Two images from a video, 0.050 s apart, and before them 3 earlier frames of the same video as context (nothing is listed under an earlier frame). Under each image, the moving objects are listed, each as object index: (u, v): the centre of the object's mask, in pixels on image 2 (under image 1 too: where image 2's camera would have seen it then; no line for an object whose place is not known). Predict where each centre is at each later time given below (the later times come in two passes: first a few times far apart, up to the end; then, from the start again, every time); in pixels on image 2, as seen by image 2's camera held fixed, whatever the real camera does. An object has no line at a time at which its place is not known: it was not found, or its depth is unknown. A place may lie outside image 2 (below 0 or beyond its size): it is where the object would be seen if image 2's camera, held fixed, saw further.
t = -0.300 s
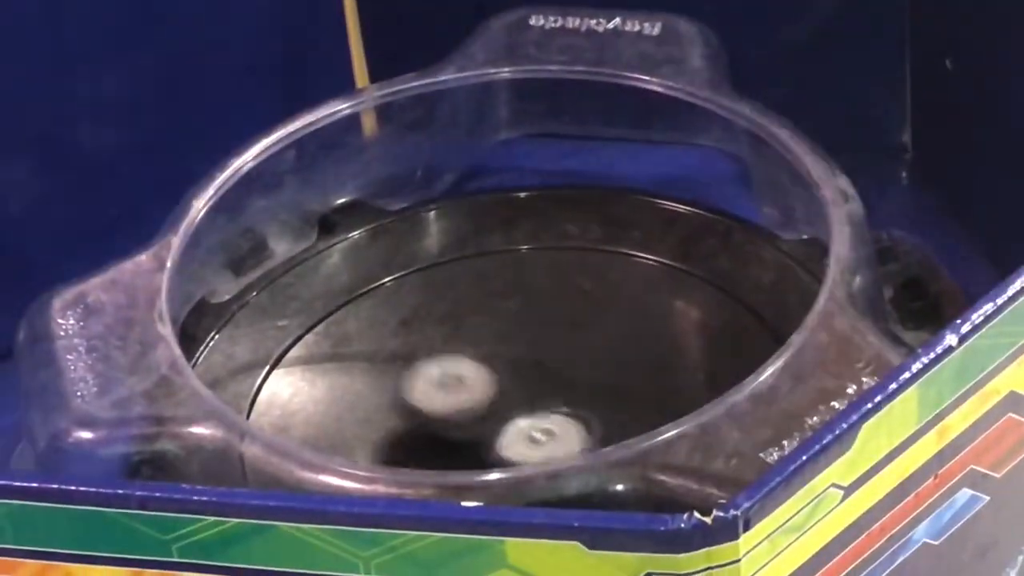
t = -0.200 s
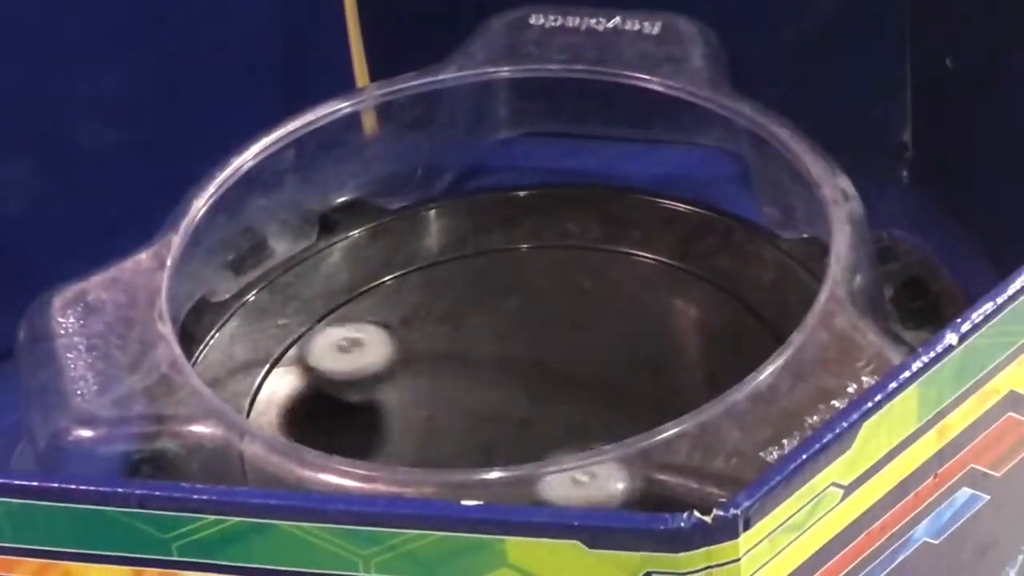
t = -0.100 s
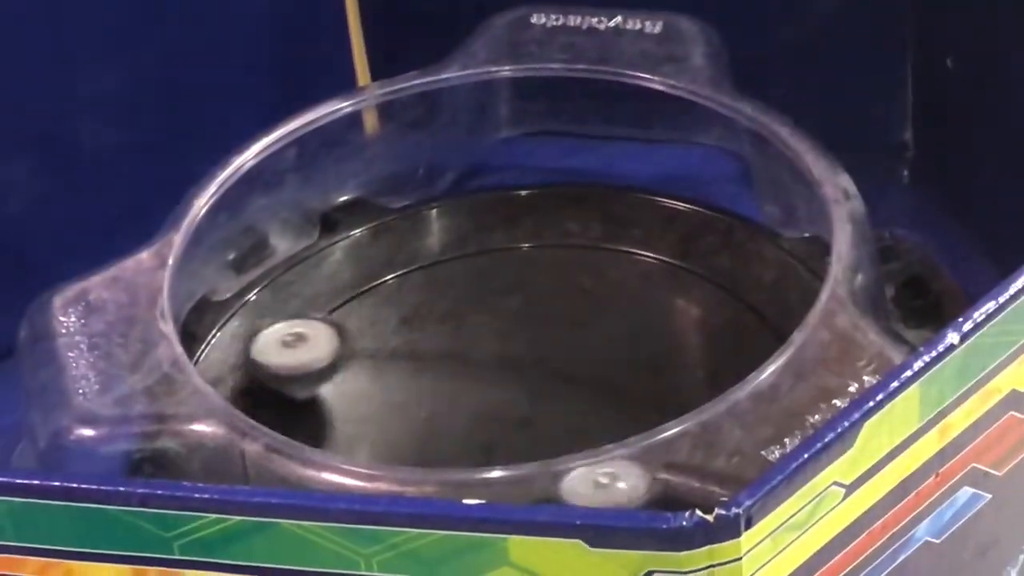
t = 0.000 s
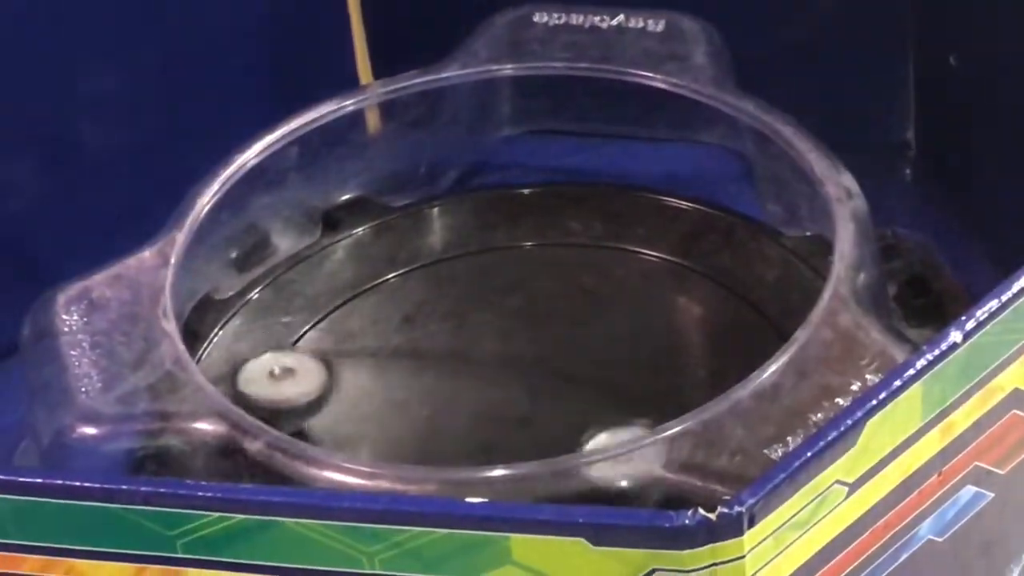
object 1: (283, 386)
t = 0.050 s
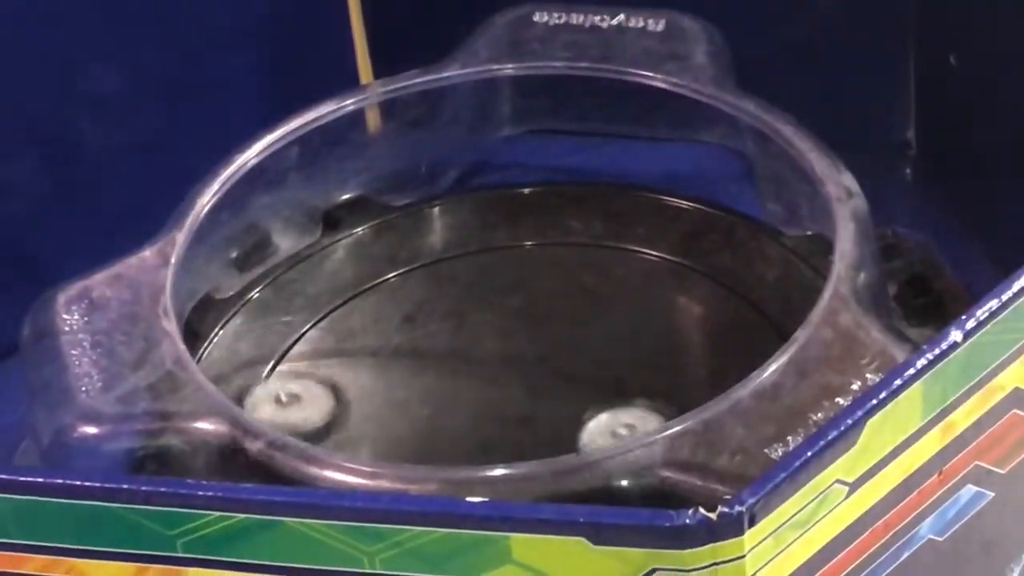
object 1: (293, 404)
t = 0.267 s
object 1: (393, 486)
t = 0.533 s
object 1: (556, 477)
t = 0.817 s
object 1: (590, 382)
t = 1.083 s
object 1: (501, 331)
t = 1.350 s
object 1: (386, 346)
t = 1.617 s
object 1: (230, 337)
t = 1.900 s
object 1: (309, 413)
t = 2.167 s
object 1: (513, 429)
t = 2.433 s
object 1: (676, 417)
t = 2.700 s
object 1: (710, 303)
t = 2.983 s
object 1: (594, 283)
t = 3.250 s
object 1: (491, 321)
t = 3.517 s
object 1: (472, 405)
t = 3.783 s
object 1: (459, 442)
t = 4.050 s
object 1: (536, 452)
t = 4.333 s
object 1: (572, 446)
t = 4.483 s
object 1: (593, 437)
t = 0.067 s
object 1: (297, 411)
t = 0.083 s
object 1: (304, 417)
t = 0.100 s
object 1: (311, 424)
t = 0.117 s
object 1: (309, 437)
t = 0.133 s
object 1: (317, 449)
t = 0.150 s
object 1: (327, 460)
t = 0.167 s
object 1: (333, 464)
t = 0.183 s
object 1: (340, 468)
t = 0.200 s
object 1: (346, 472)
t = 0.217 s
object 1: (357, 481)
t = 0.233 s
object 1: (365, 483)
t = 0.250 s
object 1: (380, 485)
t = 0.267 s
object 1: (393, 486)
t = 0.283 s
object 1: (402, 486)
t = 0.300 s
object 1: (411, 487)
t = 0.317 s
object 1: (421, 488)
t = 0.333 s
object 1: (437, 490)
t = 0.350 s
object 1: (447, 490)
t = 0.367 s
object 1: (458, 490)
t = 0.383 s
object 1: (468, 491)
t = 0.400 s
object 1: (479, 490)
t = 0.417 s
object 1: (490, 490)
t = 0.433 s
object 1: (500, 490)
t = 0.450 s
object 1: (513, 489)
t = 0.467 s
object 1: (521, 489)
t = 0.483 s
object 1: (531, 488)
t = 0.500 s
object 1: (541, 487)
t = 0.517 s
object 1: (549, 480)
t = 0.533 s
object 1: (556, 477)
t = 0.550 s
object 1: (564, 473)
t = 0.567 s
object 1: (570, 470)
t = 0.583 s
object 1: (576, 465)
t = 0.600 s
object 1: (574, 440)
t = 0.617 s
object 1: (580, 436)
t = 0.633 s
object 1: (587, 431)
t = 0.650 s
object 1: (590, 427)
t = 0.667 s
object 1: (595, 423)
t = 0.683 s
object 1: (597, 418)
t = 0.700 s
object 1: (598, 413)
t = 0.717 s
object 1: (600, 409)
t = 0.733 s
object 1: (600, 405)
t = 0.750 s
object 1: (600, 402)
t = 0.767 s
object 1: (598, 397)
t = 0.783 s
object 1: (596, 392)
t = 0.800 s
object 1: (593, 387)
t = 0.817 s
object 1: (590, 382)
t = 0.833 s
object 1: (586, 377)
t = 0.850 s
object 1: (582, 372)
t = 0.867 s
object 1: (577, 367)
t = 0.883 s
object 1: (572, 363)
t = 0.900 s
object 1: (568, 359)
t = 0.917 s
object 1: (562, 355)
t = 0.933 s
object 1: (556, 351)
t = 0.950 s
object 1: (551, 348)
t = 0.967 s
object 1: (544, 345)
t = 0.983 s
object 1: (538, 341)
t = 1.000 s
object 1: (532, 340)
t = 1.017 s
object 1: (526, 336)
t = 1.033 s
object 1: (520, 334)
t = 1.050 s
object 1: (514, 332)
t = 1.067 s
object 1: (507, 331)
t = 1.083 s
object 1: (501, 331)
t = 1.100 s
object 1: (494, 331)
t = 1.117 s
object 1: (487, 331)
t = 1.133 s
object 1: (480, 331)
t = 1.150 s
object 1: (472, 331)
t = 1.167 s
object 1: (466, 333)
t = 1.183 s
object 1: (458, 334)
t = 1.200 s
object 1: (450, 332)
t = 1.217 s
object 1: (440, 331)
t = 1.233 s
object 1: (432, 330)
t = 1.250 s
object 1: (424, 331)
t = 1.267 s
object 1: (415, 334)
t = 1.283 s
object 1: (411, 335)
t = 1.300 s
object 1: (406, 337)
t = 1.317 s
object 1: (399, 340)
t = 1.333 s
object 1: (391, 343)
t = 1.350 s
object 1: (386, 346)
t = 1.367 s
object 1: (379, 350)
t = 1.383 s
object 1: (360, 344)
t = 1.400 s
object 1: (337, 336)
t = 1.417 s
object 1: (314, 328)
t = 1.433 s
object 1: (294, 323)
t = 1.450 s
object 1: (281, 315)
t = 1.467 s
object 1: (272, 312)
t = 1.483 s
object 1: (263, 313)
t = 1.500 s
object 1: (255, 317)
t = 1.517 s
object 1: (249, 319)
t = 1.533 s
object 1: (244, 321)
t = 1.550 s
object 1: (241, 324)
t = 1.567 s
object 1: (237, 327)
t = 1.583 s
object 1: (233, 331)
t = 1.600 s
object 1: (231, 334)
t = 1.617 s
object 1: (230, 337)
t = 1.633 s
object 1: (230, 340)
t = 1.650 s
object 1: (229, 343)
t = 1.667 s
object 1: (229, 346)
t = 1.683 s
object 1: (230, 350)
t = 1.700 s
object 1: (231, 352)
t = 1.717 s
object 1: (234, 355)
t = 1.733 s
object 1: (236, 359)
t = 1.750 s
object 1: (239, 364)
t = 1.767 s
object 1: (241, 368)
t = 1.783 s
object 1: (245, 372)
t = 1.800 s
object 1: (251, 377)
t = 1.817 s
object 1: (255, 381)
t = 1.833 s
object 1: (263, 388)
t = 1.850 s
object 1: (273, 395)
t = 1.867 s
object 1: (284, 401)
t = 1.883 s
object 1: (295, 407)
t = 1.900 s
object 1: (309, 413)
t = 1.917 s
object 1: (318, 417)
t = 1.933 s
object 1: (331, 423)
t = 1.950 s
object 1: (344, 429)
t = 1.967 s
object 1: (358, 433)
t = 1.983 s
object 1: (373, 436)
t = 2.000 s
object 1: (388, 439)
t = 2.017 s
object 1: (401, 440)
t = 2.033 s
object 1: (418, 441)
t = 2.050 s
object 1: (434, 439)
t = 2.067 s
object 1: (446, 439)
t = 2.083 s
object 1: (459, 438)
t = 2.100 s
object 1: (472, 437)
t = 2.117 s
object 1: (483, 435)
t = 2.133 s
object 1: (494, 433)
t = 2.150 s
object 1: (503, 431)
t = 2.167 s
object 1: (513, 429)
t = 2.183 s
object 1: (523, 427)
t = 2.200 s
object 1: (533, 428)
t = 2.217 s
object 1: (545, 431)
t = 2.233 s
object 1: (558, 445)
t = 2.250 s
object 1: (570, 447)
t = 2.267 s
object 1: (581, 448)
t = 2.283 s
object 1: (590, 449)
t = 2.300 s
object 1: (599, 450)
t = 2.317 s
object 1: (611, 449)
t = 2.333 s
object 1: (620, 448)
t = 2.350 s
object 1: (630, 445)
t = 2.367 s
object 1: (640, 441)
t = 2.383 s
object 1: (647, 432)
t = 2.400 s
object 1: (658, 431)
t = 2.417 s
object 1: (667, 424)
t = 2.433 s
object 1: (676, 417)
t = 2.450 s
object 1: (684, 408)
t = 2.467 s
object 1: (692, 398)
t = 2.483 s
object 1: (696, 382)
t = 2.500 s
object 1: (702, 377)
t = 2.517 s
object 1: (707, 372)
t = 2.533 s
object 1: (716, 361)
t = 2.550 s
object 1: (718, 358)
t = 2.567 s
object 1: (720, 350)
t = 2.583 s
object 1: (725, 341)
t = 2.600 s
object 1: (724, 337)
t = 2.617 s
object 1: (726, 329)
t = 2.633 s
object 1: (725, 326)
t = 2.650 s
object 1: (722, 319)
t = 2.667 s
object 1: (718, 313)
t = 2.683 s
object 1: (715, 308)
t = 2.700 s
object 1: (710, 303)
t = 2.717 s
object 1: (706, 300)
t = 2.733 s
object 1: (701, 296)
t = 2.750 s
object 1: (696, 293)
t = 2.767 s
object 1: (690, 290)
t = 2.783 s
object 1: (684, 288)
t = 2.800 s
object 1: (677, 286)
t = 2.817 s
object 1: (670, 284)
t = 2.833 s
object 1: (664, 284)
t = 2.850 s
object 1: (656, 283)
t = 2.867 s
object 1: (649, 283)
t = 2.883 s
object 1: (640, 283)
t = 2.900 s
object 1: (632, 284)
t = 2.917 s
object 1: (624, 285)
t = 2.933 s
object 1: (617, 285)
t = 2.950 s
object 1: (608, 286)
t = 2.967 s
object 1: (601, 284)
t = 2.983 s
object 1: (594, 283)
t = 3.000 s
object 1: (587, 282)
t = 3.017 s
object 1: (579, 283)
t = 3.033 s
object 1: (572, 283)
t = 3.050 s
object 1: (565, 285)
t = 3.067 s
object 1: (558, 286)
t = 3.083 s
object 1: (551, 288)
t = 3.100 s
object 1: (546, 290)
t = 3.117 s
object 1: (540, 292)
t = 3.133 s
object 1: (532, 297)
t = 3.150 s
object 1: (526, 302)
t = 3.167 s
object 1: (520, 304)
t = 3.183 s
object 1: (513, 305)
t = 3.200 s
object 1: (507, 308)
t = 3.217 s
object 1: (501, 311)
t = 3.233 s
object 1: (496, 315)
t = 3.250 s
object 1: (491, 321)
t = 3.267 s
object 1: (487, 326)
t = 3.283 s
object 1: (484, 331)
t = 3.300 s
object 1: (480, 336)
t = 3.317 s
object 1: (477, 341)
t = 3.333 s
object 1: (475, 346)
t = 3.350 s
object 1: (473, 353)
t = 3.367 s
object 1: (471, 358)
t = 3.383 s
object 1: (468, 366)
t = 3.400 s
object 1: (466, 372)
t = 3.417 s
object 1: (466, 376)
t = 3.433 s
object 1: (466, 381)
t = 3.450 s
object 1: (466, 386)
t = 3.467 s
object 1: (467, 391)
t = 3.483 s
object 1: (469, 396)
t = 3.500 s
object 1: (470, 400)
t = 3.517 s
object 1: (472, 405)
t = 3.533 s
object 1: (474, 409)
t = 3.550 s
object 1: (477, 413)
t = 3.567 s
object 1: (479, 417)
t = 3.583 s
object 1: (482, 420)
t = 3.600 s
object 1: (479, 423)
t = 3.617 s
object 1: (471, 425)
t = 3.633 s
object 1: (465, 427)
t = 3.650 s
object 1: (457, 429)
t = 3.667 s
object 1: (455, 431)
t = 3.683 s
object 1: (451, 434)
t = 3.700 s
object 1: (449, 435)
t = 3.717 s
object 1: (449, 437)
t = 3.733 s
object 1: (449, 436)
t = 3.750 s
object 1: (452, 439)
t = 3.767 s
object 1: (456, 440)
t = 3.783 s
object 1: (459, 442)
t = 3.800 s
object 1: (462, 444)
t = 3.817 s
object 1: (467, 447)
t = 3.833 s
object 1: (472, 446)
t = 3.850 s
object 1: (478, 448)
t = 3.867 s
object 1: (483, 449)
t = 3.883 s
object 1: (487, 450)
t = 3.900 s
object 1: (492, 451)
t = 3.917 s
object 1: (499, 453)
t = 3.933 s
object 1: (505, 451)
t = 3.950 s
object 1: (510, 451)
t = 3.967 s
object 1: (518, 451)
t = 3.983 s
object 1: (523, 451)
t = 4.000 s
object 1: (525, 452)
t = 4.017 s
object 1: (530, 452)
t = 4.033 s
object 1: (533, 452)
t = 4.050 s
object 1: (536, 452)
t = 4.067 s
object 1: (538, 452)
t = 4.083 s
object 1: (541, 452)
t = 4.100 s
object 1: (542, 453)
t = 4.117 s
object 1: (545, 454)
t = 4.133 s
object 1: (547, 454)
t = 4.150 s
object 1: (549, 454)
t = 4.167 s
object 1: (552, 453)
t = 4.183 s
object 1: (555, 453)
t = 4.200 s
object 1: (557, 452)
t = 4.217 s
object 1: (560, 452)
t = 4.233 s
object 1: (562, 451)
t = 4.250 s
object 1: (564, 450)
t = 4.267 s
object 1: (565, 449)
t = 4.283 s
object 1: (566, 449)
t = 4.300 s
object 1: (568, 448)
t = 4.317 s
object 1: (569, 448)
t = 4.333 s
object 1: (572, 446)
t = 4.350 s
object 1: (573, 445)
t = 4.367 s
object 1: (577, 445)
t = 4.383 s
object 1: (580, 444)
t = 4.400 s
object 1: (584, 443)
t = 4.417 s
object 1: (585, 442)
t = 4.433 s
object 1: (588, 441)
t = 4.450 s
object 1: (590, 440)
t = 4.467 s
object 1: (592, 439)
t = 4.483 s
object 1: (593, 437)
